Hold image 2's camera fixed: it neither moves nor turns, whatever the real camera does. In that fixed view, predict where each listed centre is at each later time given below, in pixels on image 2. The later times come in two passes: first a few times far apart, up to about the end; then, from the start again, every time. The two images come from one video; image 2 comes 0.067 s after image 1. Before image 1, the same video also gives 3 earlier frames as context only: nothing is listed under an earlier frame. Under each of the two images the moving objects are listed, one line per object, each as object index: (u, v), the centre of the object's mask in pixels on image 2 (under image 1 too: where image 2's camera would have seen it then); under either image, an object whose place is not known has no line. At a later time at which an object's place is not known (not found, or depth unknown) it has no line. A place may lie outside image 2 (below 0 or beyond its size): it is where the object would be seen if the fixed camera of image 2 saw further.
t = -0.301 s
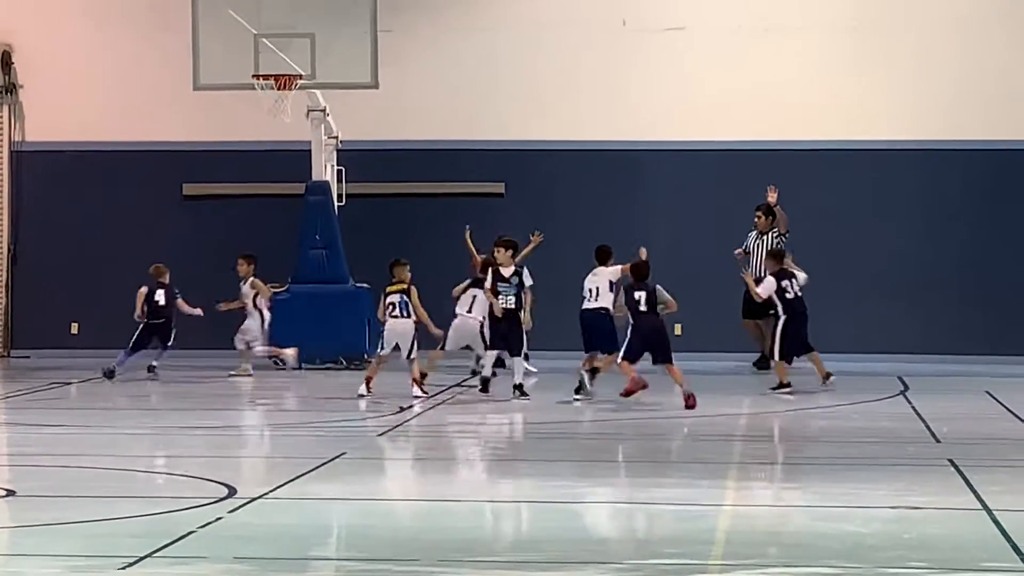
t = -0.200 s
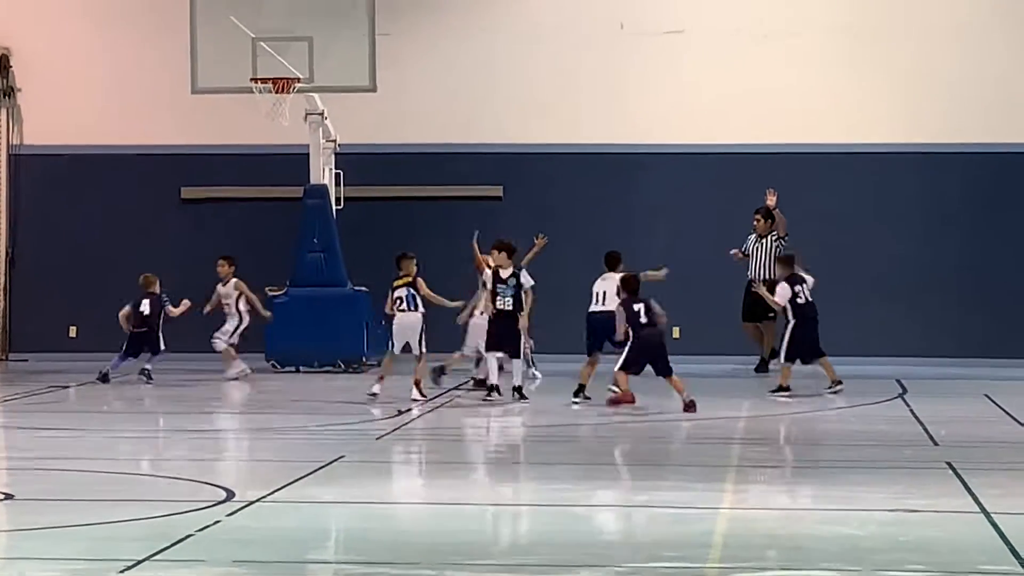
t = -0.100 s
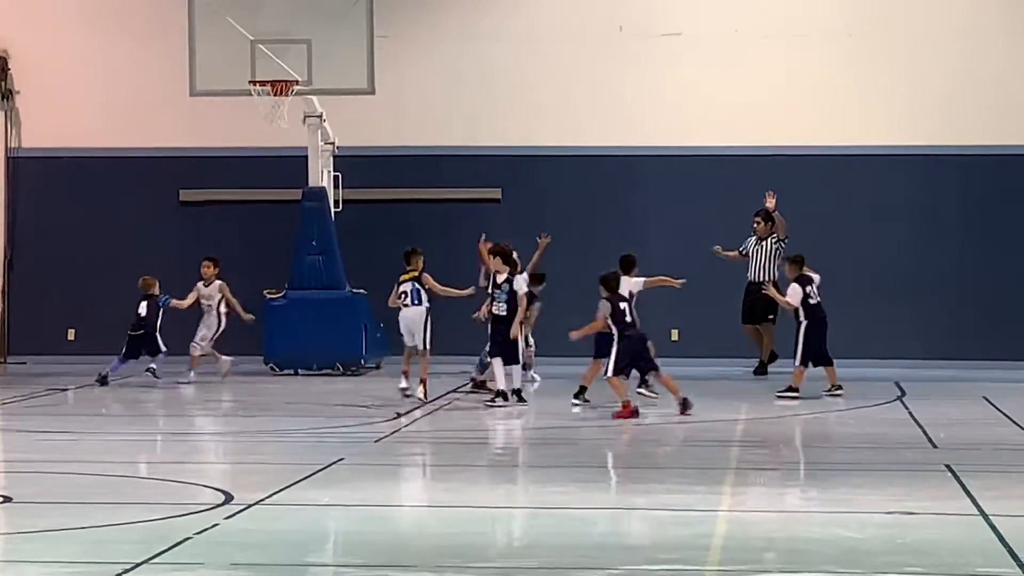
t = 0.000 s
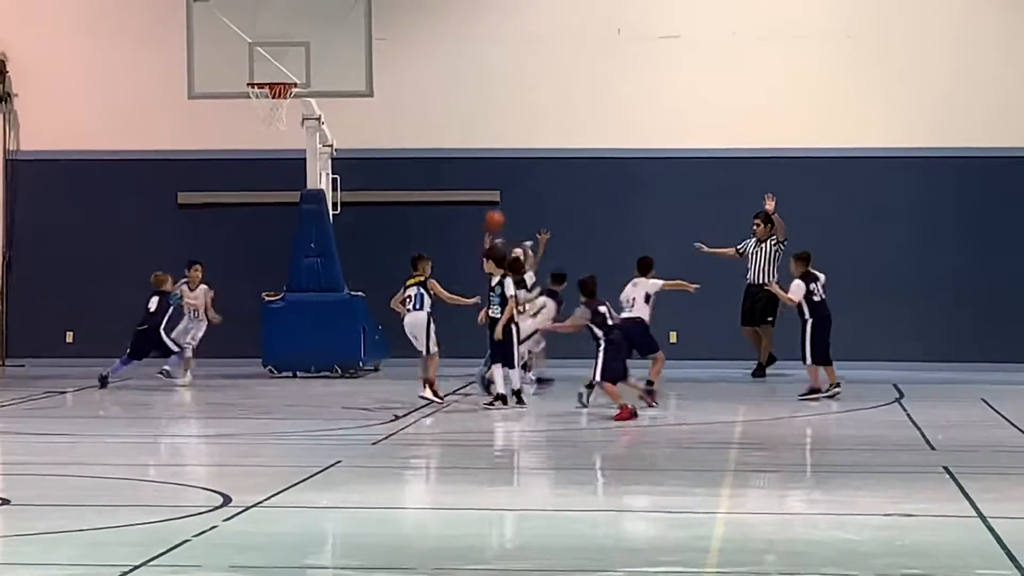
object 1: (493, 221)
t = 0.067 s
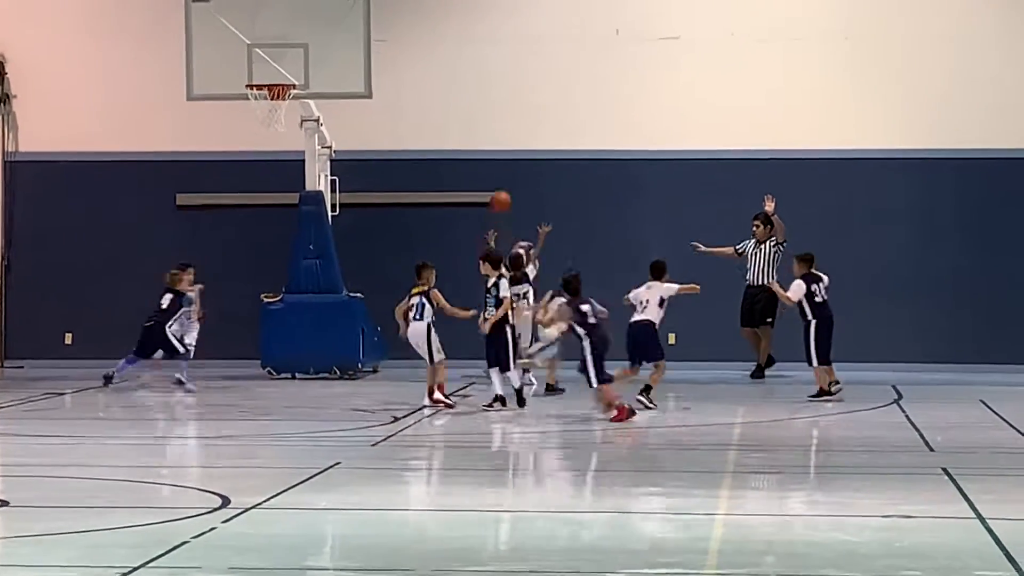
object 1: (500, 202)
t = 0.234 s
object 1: (520, 167)
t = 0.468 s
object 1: (550, 161)
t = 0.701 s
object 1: (579, 213)
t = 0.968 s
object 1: (615, 353)
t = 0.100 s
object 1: (504, 192)
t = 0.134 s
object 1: (509, 185)
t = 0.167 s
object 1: (512, 178)
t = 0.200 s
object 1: (516, 172)
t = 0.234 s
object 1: (520, 167)
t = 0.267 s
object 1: (525, 163)
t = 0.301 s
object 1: (529, 160)
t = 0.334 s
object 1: (533, 158)
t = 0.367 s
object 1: (536, 157)
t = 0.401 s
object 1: (541, 157)
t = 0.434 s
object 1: (545, 157)
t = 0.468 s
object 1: (550, 161)
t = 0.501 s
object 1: (555, 165)
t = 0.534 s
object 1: (558, 169)
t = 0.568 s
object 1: (564, 175)
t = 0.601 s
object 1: (567, 183)
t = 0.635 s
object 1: (571, 192)
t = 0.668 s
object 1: (575, 202)
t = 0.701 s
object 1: (579, 213)
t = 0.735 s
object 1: (583, 226)
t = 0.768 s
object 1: (588, 239)
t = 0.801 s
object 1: (592, 255)
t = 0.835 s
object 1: (597, 271)
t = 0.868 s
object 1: (601, 290)
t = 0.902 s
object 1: (607, 311)
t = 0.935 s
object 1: (611, 331)
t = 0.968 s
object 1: (615, 353)
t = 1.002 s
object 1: (619, 380)
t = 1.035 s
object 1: (624, 405)
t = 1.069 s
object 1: (625, 390)
